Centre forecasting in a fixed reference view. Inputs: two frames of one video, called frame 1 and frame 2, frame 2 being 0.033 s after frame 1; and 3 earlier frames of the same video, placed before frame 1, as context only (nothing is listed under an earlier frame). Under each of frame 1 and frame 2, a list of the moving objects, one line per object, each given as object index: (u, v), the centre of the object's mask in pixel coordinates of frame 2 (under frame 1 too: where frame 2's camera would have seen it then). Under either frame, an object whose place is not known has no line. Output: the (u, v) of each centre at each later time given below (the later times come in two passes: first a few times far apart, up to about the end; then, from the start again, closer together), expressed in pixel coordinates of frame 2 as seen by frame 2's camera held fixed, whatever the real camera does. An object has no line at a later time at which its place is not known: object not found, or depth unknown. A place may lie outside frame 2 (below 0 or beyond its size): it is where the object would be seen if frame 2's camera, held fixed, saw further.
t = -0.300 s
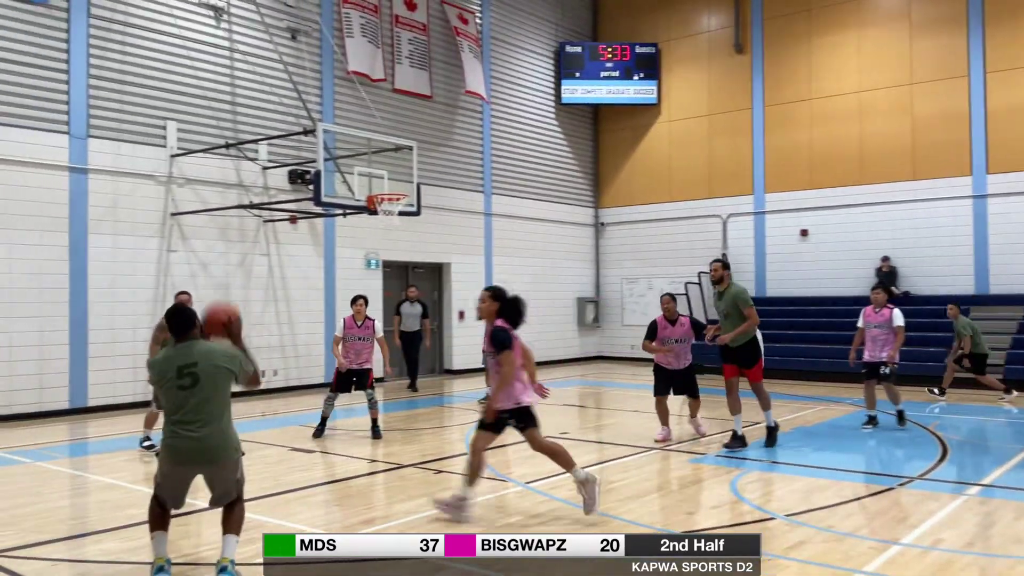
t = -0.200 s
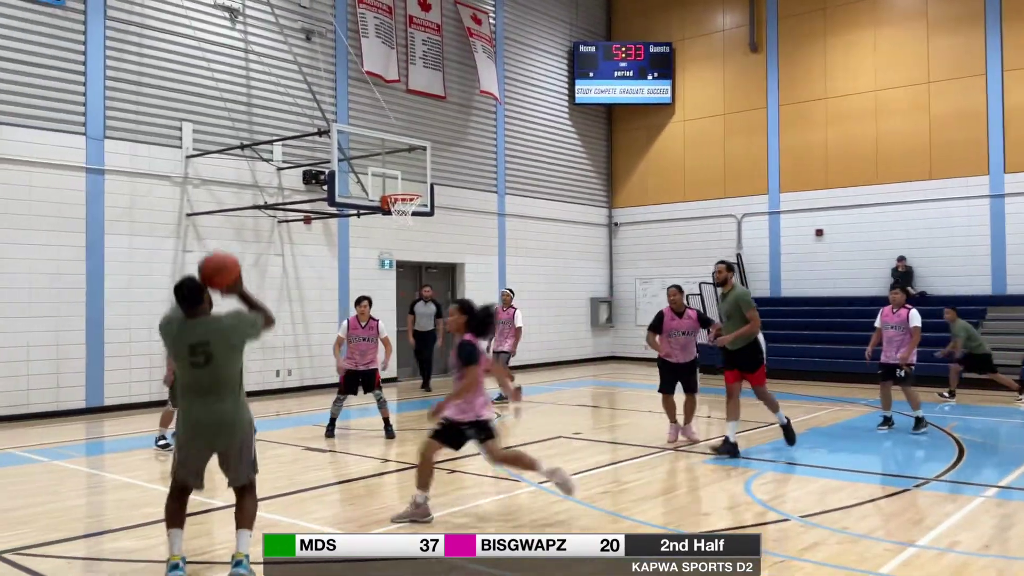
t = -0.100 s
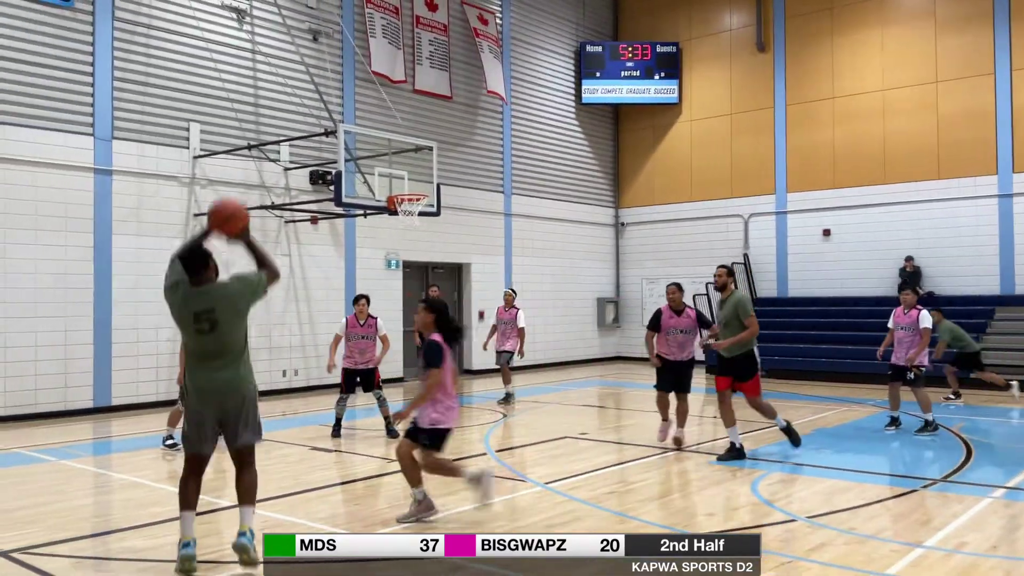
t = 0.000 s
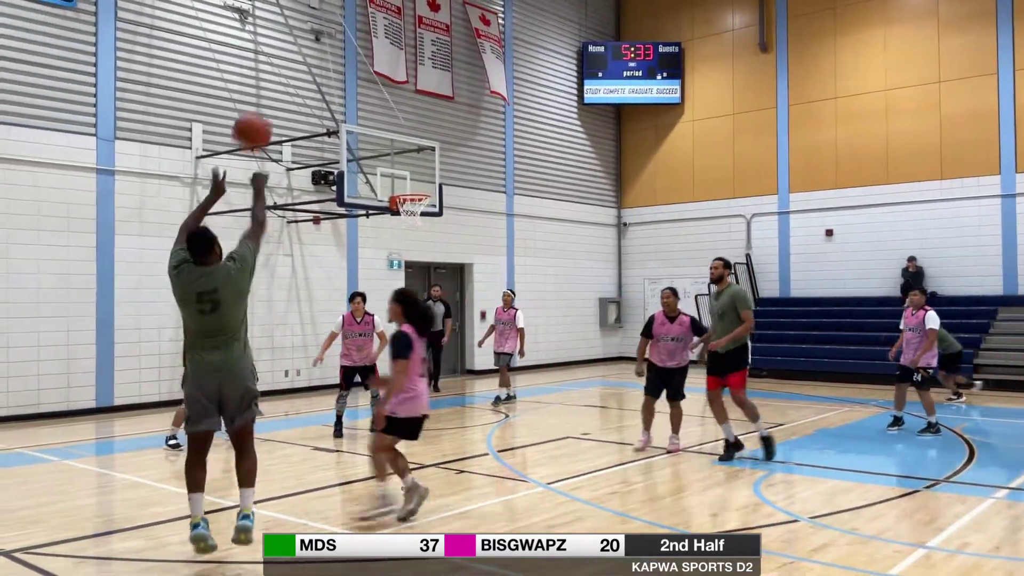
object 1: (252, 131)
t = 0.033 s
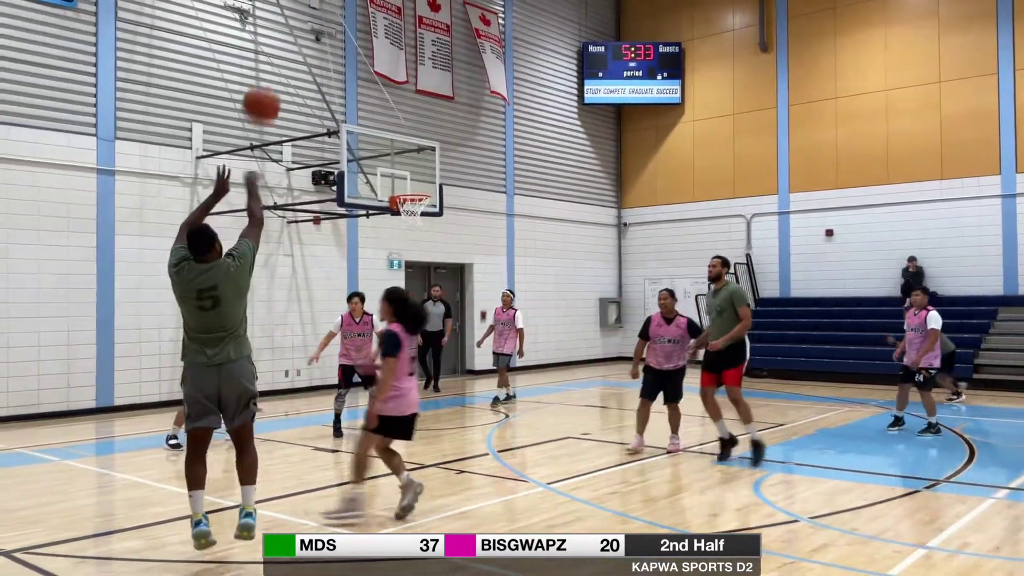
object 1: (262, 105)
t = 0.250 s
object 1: (309, 7)
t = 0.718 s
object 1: (371, 6)
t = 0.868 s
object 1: (385, 43)
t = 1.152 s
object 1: (409, 149)
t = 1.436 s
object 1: (419, 228)
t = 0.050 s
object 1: (266, 93)
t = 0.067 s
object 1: (270, 82)
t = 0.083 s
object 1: (273, 71)
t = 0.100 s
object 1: (277, 61)
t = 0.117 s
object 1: (281, 52)
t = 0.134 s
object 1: (285, 43)
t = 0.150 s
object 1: (289, 35)
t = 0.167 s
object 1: (292, 28)
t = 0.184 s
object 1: (296, 21)
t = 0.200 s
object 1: (299, 15)
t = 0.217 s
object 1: (303, 11)
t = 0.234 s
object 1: (306, 9)
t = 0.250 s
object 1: (309, 7)
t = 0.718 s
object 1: (371, 6)
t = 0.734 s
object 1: (371, 8)
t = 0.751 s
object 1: (375, 11)
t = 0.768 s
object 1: (375, 14)
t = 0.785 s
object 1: (377, 20)
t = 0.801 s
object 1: (378, 25)
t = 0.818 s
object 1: (382, 29)
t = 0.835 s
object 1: (383, 34)
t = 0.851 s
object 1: (384, 39)
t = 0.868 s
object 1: (385, 43)
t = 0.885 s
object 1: (387, 50)
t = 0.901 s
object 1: (389, 55)
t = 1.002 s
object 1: (397, 91)
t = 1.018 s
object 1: (399, 95)
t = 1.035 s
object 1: (400, 101)
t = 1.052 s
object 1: (402, 109)
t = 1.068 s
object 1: (402, 116)
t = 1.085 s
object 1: (403, 121)
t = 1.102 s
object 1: (403, 128)
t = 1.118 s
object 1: (405, 135)
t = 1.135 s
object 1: (406, 143)
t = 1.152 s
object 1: (409, 149)
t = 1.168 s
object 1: (410, 157)
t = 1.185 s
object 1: (411, 163)
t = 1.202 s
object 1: (411, 171)
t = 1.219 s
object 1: (413, 179)
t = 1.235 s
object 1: (414, 186)
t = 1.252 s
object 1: (415, 191)
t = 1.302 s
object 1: (415, 210)
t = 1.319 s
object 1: (416, 210)
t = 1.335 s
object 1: (417, 213)
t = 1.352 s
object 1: (418, 216)
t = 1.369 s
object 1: (418, 219)
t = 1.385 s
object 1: (418, 221)
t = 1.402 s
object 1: (418, 223)
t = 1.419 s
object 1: (418, 225)
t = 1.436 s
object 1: (419, 228)
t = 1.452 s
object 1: (419, 231)
